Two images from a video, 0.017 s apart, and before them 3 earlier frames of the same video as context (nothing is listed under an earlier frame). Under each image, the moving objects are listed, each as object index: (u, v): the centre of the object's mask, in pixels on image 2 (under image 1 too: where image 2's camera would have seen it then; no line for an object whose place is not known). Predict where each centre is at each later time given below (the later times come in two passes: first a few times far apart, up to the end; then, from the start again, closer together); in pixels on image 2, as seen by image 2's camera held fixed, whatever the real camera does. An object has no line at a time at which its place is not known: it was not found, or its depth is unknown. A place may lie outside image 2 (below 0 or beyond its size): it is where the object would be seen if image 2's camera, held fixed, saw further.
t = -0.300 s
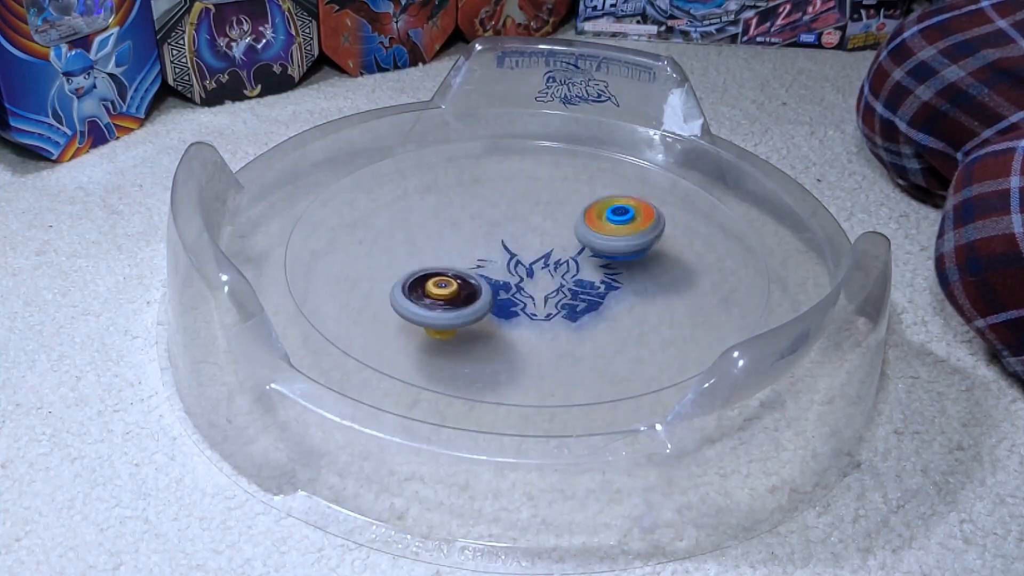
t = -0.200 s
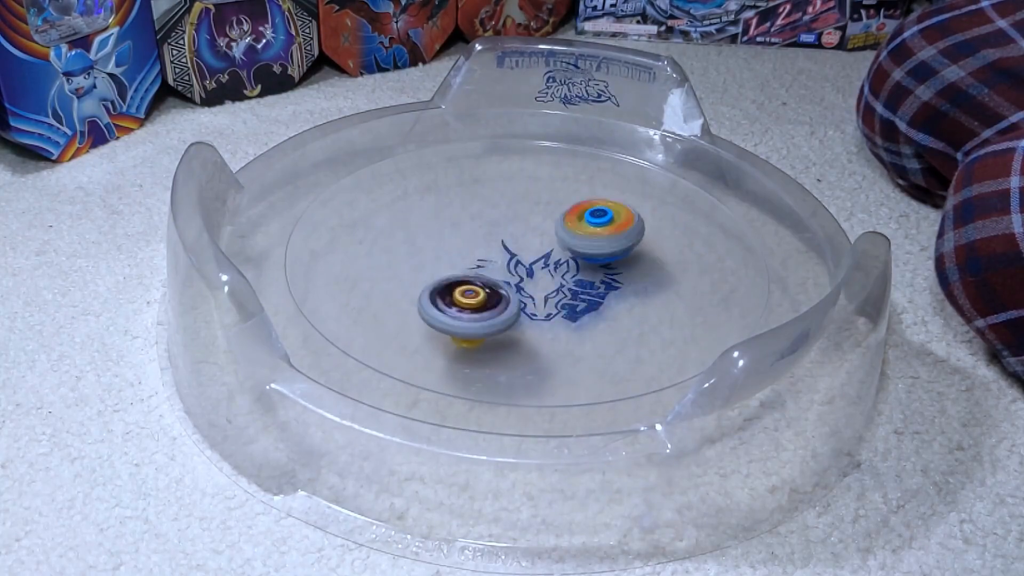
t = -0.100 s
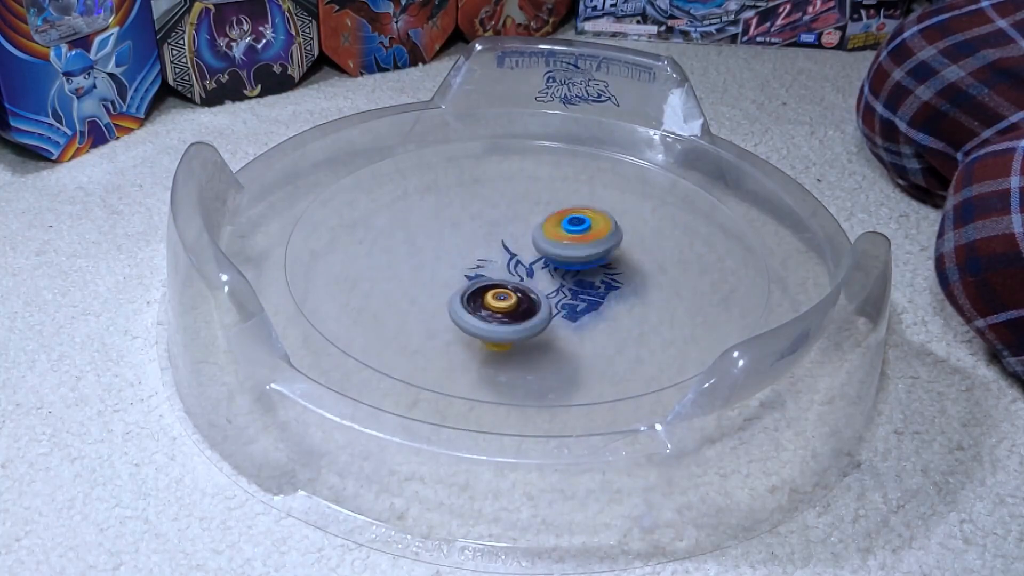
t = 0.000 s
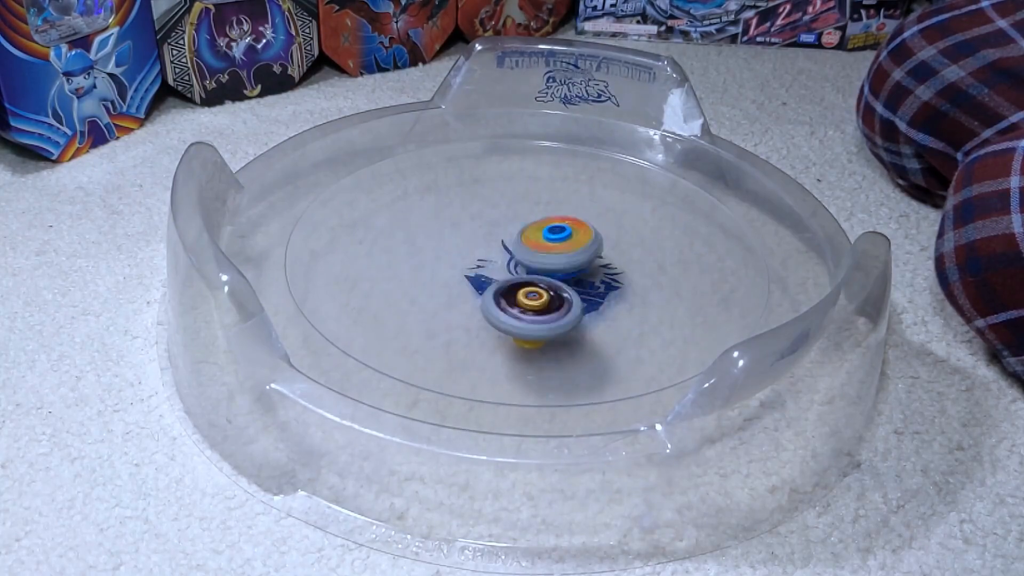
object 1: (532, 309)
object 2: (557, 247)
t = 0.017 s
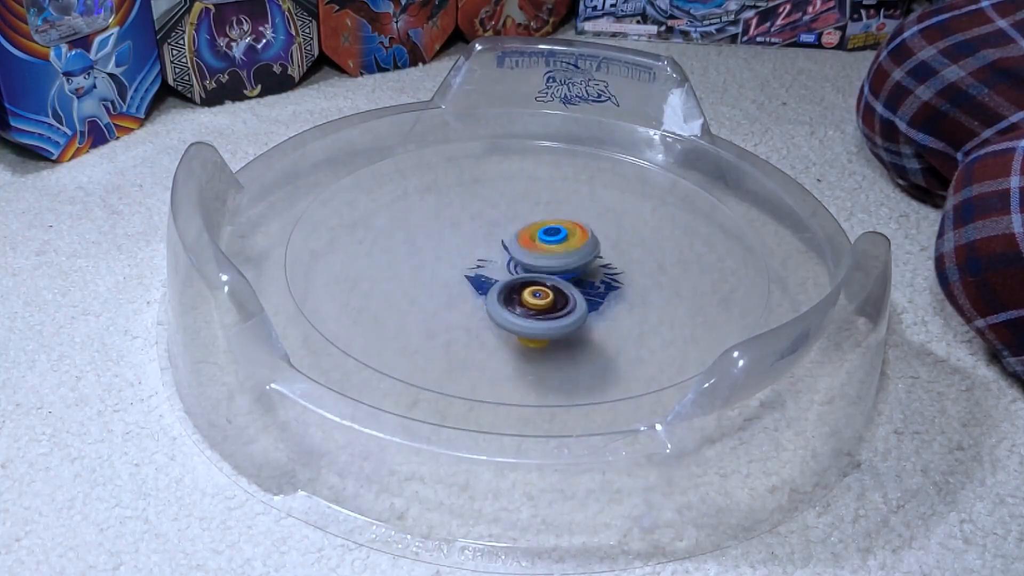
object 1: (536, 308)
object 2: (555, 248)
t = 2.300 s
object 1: (421, 243)
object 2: (553, 265)
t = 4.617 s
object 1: (564, 227)
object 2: (485, 271)
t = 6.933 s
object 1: (469, 278)
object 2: (557, 244)
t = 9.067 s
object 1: (596, 235)
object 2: (482, 263)
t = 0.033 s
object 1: (541, 307)
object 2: (550, 248)
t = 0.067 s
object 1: (551, 305)
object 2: (546, 250)
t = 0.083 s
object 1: (555, 303)
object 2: (544, 250)
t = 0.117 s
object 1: (565, 324)
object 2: (540, 238)
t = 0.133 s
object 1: (571, 335)
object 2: (538, 227)
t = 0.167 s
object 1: (584, 353)
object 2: (533, 207)
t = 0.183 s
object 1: (590, 361)
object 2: (531, 199)
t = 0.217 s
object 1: (596, 357)
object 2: (527, 188)
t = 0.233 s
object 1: (598, 359)
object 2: (524, 184)
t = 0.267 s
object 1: (600, 353)
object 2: (518, 179)
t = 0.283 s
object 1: (602, 350)
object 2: (516, 178)
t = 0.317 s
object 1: (606, 343)
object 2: (509, 178)
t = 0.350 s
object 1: (611, 337)
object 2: (502, 179)
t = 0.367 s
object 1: (613, 334)
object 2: (499, 180)
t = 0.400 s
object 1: (618, 329)
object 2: (494, 180)
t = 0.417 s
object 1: (621, 327)
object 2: (490, 181)
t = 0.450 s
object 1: (626, 322)
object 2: (485, 181)
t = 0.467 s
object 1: (629, 320)
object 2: (483, 182)
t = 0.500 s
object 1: (635, 317)
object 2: (479, 183)
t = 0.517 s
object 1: (638, 315)
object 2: (477, 184)
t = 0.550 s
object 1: (642, 311)
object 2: (474, 186)
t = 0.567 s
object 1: (644, 309)
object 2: (472, 187)
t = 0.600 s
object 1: (647, 305)
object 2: (469, 189)
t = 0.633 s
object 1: (649, 301)
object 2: (467, 192)
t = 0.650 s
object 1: (650, 299)
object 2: (466, 193)
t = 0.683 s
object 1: (650, 294)
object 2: (465, 196)
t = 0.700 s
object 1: (650, 292)
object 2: (465, 198)
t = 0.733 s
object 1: (649, 288)
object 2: (465, 203)
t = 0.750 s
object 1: (648, 285)
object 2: (466, 205)
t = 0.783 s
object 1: (645, 281)
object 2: (469, 211)
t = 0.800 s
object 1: (643, 279)
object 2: (470, 213)
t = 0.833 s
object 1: (639, 275)
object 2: (475, 218)
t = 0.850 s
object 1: (637, 273)
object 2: (478, 221)
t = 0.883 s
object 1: (632, 269)
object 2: (484, 227)
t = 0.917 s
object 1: (627, 264)
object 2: (491, 231)
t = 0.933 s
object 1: (623, 262)
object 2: (494, 234)
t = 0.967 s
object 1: (617, 258)
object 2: (501, 239)
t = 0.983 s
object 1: (614, 256)
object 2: (505, 241)
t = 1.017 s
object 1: (607, 252)
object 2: (511, 244)
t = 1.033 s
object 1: (611, 251)
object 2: (509, 244)
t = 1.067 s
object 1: (633, 249)
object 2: (495, 244)
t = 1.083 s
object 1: (639, 247)
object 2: (491, 244)
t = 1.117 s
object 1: (647, 244)
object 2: (486, 244)
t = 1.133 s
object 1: (648, 241)
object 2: (486, 245)
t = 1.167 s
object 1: (646, 236)
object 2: (488, 247)
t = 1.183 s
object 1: (645, 233)
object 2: (491, 249)
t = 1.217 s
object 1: (640, 229)
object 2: (495, 252)
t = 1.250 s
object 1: (635, 225)
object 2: (500, 255)
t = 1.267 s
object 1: (633, 223)
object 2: (502, 256)
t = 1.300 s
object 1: (627, 220)
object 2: (508, 259)
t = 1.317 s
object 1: (624, 218)
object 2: (510, 260)
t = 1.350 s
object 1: (617, 215)
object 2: (516, 263)
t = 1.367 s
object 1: (614, 213)
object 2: (519, 264)
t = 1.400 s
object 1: (607, 211)
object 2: (524, 266)
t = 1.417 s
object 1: (603, 210)
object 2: (526, 267)
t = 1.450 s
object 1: (596, 207)
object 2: (531, 268)
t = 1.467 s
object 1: (592, 207)
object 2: (532, 269)
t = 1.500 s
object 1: (584, 205)
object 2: (536, 270)
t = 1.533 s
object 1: (577, 205)
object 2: (541, 271)
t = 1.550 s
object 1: (573, 204)
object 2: (543, 272)
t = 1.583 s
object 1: (565, 204)
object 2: (545, 273)
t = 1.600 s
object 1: (561, 204)
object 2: (546, 272)
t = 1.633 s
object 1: (552, 204)
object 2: (548, 273)
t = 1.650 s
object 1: (549, 204)
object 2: (550, 273)
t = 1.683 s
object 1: (541, 205)
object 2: (552, 273)
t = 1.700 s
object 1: (537, 205)
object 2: (552, 273)
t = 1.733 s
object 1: (530, 207)
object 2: (555, 273)
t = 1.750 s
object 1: (526, 208)
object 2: (556, 272)
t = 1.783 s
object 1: (519, 209)
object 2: (557, 272)
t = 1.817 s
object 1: (513, 211)
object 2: (558, 272)
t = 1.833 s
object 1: (509, 212)
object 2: (558, 272)
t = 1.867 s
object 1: (503, 214)
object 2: (558, 272)
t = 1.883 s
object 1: (500, 215)
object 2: (558, 272)
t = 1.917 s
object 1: (494, 219)
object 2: (557, 271)
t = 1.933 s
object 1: (492, 221)
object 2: (557, 271)
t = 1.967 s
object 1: (486, 224)
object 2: (555, 270)
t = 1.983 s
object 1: (484, 226)
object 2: (555, 269)
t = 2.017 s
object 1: (480, 231)
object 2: (553, 268)
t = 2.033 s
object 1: (478, 232)
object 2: (552, 267)
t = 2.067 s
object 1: (468, 231)
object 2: (555, 268)
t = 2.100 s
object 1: (453, 229)
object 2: (562, 270)
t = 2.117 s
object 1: (446, 228)
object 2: (562, 270)
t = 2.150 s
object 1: (438, 229)
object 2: (563, 270)
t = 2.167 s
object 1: (435, 230)
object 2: (563, 269)
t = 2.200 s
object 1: (430, 233)
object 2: (561, 269)
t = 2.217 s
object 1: (428, 235)
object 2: (560, 268)
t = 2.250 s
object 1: (425, 238)
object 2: (557, 267)
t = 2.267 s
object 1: (423, 240)
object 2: (555, 266)
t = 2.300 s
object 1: (421, 243)
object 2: (553, 265)
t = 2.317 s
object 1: (420, 245)
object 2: (550, 264)
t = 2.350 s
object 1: (419, 248)
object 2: (547, 263)
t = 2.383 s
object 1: (419, 252)
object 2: (543, 262)
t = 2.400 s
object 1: (419, 253)
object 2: (542, 261)
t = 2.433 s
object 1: (420, 257)
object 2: (539, 260)
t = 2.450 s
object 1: (421, 259)
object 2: (537, 260)
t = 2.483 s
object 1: (424, 262)
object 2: (534, 259)
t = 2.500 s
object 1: (426, 264)
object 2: (533, 259)
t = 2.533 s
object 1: (429, 267)
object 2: (530, 259)
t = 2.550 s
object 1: (431, 269)
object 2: (528, 259)
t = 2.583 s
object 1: (437, 272)
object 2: (526, 258)
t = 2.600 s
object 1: (440, 273)
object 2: (527, 258)
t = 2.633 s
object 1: (444, 276)
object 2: (527, 256)
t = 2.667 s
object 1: (444, 281)
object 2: (528, 253)
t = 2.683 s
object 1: (444, 283)
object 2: (528, 252)
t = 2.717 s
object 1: (449, 287)
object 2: (529, 251)
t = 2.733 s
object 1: (452, 288)
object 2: (529, 250)
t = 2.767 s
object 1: (458, 291)
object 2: (528, 249)
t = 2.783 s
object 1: (462, 292)
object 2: (528, 248)
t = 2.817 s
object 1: (469, 294)
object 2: (527, 247)
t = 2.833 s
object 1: (473, 294)
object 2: (527, 247)
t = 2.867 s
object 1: (480, 295)
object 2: (526, 245)
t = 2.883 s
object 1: (484, 296)
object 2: (525, 245)
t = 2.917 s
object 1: (492, 296)
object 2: (523, 242)
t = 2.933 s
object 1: (496, 297)
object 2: (523, 243)
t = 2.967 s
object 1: (504, 297)
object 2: (523, 241)
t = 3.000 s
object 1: (513, 296)
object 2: (522, 240)
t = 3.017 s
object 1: (516, 295)
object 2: (521, 240)
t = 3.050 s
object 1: (523, 294)
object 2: (521, 239)
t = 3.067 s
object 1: (526, 293)
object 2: (521, 238)
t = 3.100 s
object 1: (533, 291)
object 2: (521, 238)
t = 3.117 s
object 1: (537, 290)
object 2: (521, 237)
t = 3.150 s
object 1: (543, 292)
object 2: (521, 237)
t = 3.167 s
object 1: (547, 291)
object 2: (521, 237)
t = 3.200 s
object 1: (554, 289)
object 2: (521, 236)
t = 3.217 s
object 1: (557, 288)
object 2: (521, 236)
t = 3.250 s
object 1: (563, 286)
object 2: (521, 236)
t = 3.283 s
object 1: (573, 289)
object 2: (521, 236)
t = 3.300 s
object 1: (578, 289)
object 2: (521, 234)
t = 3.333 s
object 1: (587, 288)
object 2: (520, 233)
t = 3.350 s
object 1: (591, 287)
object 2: (520, 233)
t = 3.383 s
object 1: (597, 285)
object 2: (519, 232)
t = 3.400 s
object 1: (600, 284)
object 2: (518, 232)
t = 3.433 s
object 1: (605, 282)
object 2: (517, 232)
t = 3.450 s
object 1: (607, 281)
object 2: (517, 232)
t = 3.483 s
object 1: (612, 278)
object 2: (517, 233)
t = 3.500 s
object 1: (613, 277)
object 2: (516, 233)
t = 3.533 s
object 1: (617, 274)
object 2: (517, 234)
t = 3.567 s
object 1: (619, 271)
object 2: (517, 235)
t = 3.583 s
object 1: (620, 269)
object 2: (518, 235)
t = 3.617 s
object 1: (622, 266)
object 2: (519, 236)
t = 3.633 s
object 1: (622, 265)
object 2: (519, 237)
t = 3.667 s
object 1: (622, 261)
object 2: (521, 239)
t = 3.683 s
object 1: (621, 260)
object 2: (521, 239)
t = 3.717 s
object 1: (621, 257)
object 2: (523, 241)
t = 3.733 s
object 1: (620, 255)
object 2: (525, 242)
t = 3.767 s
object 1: (618, 252)
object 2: (526, 243)
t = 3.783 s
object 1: (621, 251)
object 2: (525, 243)
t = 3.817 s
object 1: (625, 249)
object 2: (521, 245)
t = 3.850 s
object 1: (625, 246)
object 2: (521, 246)
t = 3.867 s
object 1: (625, 245)
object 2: (522, 246)
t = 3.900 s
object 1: (624, 243)
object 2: (522, 248)
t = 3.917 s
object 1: (623, 241)
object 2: (523, 249)
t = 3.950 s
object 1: (621, 239)
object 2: (524, 250)
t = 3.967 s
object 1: (619, 238)
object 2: (525, 250)
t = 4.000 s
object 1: (619, 237)
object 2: (525, 252)
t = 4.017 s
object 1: (629, 233)
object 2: (515, 253)
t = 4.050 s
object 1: (639, 228)
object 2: (503, 255)
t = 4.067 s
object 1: (641, 226)
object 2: (499, 256)
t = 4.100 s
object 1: (640, 222)
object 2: (495, 258)
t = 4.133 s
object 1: (638, 220)
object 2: (492, 259)
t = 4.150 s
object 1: (636, 218)
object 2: (491, 260)
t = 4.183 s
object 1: (633, 217)
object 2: (490, 262)
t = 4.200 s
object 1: (631, 216)
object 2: (489, 263)
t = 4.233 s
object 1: (627, 215)
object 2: (488, 265)
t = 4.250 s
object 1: (625, 214)
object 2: (487, 266)
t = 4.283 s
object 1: (620, 213)
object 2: (485, 267)
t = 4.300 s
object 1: (617, 213)
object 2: (483, 267)
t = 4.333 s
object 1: (611, 213)
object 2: (481, 268)
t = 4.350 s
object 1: (609, 213)
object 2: (482, 269)
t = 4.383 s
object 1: (603, 214)
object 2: (481, 270)
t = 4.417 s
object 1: (598, 215)
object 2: (481, 271)
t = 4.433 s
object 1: (595, 216)
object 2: (480, 271)
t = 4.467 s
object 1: (589, 217)
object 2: (481, 271)
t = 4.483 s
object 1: (586, 218)
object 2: (480, 271)
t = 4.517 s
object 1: (580, 220)
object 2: (480, 271)
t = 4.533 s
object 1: (578, 221)
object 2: (481, 272)
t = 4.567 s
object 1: (572, 224)
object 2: (482, 272)
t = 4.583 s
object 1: (570, 225)
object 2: (482, 271)
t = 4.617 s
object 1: (564, 227)
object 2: (485, 271)
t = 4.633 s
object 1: (562, 228)
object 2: (485, 270)
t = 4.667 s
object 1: (556, 231)
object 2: (488, 269)
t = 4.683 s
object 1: (554, 232)
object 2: (489, 269)
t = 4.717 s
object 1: (555, 230)
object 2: (484, 271)
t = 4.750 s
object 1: (555, 229)
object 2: (482, 271)
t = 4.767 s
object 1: (553, 229)
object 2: (482, 271)
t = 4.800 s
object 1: (549, 231)
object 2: (484, 272)
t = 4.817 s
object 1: (546, 231)
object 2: (484, 272)
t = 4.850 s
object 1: (543, 232)
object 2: (487, 272)
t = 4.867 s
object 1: (545, 231)
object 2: (483, 274)
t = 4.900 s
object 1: (554, 223)
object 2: (478, 278)
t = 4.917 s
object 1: (556, 221)
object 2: (478, 279)
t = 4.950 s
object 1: (556, 218)
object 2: (479, 280)
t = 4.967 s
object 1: (554, 217)
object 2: (480, 280)
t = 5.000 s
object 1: (551, 217)
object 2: (484, 282)
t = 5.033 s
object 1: (548, 217)
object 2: (487, 282)
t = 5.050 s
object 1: (547, 218)
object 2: (488, 282)
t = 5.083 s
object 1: (544, 218)
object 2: (491, 282)
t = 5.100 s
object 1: (543, 218)
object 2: (494, 282)
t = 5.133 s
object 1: (540, 218)
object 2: (498, 281)
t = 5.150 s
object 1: (539, 220)
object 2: (500, 280)
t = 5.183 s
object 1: (536, 220)
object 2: (504, 279)
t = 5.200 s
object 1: (535, 220)
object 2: (505, 278)
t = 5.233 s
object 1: (532, 220)
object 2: (509, 276)
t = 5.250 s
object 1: (530, 220)
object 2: (511, 275)
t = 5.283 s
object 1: (528, 219)
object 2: (513, 277)
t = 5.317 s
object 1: (529, 215)
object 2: (513, 279)
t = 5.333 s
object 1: (527, 214)
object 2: (514, 280)
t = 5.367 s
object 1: (525, 213)
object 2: (518, 280)
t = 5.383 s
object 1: (523, 213)
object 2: (519, 280)
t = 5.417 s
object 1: (521, 213)
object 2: (523, 280)
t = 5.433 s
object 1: (520, 213)
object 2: (525, 279)
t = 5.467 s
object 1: (518, 214)
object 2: (529, 278)
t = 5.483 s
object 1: (517, 215)
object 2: (531, 278)
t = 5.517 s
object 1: (515, 215)
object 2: (533, 277)
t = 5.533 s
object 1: (514, 216)
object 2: (536, 276)
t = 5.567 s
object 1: (513, 218)
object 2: (539, 276)
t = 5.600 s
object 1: (511, 219)
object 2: (542, 274)
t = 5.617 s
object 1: (510, 220)
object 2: (543, 273)
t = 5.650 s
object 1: (506, 219)
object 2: (547, 276)
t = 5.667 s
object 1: (505, 219)
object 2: (549, 277)
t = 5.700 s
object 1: (502, 221)
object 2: (553, 277)
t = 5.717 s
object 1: (500, 221)
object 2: (554, 277)
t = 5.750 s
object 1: (498, 223)
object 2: (557, 277)
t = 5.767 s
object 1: (496, 224)
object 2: (559, 277)
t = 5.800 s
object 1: (494, 226)
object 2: (562, 276)
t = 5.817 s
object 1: (493, 227)
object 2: (564, 275)
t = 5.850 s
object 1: (492, 231)
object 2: (566, 275)
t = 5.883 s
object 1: (491, 233)
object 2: (568, 274)
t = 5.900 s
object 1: (491, 234)
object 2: (569, 273)
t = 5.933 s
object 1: (492, 238)
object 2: (570, 272)
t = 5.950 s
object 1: (492, 240)
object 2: (572, 272)
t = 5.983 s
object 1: (477, 233)
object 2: (585, 274)
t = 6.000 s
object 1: (472, 232)
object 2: (589, 274)
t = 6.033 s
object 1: (465, 231)
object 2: (592, 274)
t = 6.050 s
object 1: (463, 232)
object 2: (593, 274)
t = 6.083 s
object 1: (460, 233)
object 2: (594, 273)
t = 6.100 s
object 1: (459, 234)
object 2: (595, 272)
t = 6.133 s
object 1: (458, 235)
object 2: (596, 272)
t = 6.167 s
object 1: (458, 237)
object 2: (596, 271)
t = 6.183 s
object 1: (457, 238)
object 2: (596, 270)
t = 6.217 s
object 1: (457, 240)
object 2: (596, 270)
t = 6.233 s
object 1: (456, 241)
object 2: (596, 270)
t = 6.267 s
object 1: (457, 243)
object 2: (595, 269)
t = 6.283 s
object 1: (458, 244)
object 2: (595, 268)
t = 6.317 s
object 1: (459, 245)
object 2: (594, 267)
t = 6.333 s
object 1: (459, 246)
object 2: (592, 267)
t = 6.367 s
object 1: (461, 248)
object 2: (589, 265)
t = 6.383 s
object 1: (462, 249)
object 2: (588, 265)
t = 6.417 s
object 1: (464, 251)
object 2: (585, 264)
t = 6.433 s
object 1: (465, 252)
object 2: (583, 263)
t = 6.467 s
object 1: (468, 254)
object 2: (579, 263)
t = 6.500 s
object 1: (471, 256)
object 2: (575, 262)
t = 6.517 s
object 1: (473, 257)
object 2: (573, 261)
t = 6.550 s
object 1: (470, 258)
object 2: (572, 260)
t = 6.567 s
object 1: (467, 258)
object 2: (574, 259)
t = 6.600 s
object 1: (466, 260)
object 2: (574, 258)
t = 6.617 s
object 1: (466, 261)
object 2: (573, 258)
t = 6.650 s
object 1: (468, 263)
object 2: (570, 257)
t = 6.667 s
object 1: (468, 264)
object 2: (568, 257)
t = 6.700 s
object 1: (470, 265)
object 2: (564, 256)
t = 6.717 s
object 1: (471, 266)
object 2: (563, 255)
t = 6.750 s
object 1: (467, 268)
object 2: (562, 252)
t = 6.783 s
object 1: (461, 270)
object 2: (563, 250)
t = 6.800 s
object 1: (460, 271)
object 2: (564, 249)
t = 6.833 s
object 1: (462, 274)
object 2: (562, 246)
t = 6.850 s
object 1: (464, 275)
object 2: (562, 247)
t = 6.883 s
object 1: (466, 276)
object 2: (560, 245)
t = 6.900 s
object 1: (467, 277)
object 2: (559, 245)
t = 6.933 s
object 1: (469, 278)
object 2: (557, 244)
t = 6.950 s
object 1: (470, 278)
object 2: (556, 244)
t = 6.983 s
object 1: (474, 279)
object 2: (554, 244)
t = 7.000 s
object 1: (475, 280)
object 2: (553, 243)
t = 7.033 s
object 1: (478, 281)
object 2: (551, 243)
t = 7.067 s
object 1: (483, 281)
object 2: (550, 243)
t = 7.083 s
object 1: (484, 281)
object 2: (550, 242)
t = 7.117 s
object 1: (489, 281)
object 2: (549, 242)
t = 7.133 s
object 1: (490, 282)
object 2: (549, 242)
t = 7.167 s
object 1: (494, 281)
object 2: (548, 241)
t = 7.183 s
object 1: (494, 283)
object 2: (548, 240)
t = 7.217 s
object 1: (495, 284)
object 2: (548, 239)
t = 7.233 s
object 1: (497, 284)
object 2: (547, 239)
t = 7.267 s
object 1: (500, 284)
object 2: (547, 238)
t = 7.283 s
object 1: (502, 284)
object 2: (547, 238)
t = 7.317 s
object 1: (505, 284)
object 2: (546, 237)
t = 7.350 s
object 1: (509, 285)
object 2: (546, 237)
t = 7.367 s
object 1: (511, 284)
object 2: (545, 236)
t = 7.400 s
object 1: (505, 292)
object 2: (549, 232)
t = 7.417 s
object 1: (504, 296)
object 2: (551, 229)
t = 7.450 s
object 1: (505, 300)
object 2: (553, 225)
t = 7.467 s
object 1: (508, 301)
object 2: (554, 224)
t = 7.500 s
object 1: (514, 303)
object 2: (554, 222)
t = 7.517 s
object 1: (516, 303)
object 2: (554, 222)
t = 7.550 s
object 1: (521, 304)
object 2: (553, 220)
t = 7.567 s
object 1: (523, 304)
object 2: (553, 220)
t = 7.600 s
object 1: (527, 305)
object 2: (553, 220)
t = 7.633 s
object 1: (531, 305)
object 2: (552, 219)
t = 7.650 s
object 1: (533, 305)
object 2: (553, 220)
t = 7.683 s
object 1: (535, 304)
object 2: (553, 219)
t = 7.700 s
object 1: (537, 303)
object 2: (553, 220)
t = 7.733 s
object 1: (539, 303)
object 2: (553, 220)
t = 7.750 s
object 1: (541, 302)
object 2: (554, 221)
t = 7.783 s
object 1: (543, 301)
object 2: (553, 223)
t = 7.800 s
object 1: (545, 301)
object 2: (553, 224)
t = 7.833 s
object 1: (547, 299)
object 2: (552, 226)
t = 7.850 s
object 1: (549, 299)
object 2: (552, 227)
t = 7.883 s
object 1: (553, 297)
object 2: (551, 229)
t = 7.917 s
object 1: (556, 295)
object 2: (550, 231)
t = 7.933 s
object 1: (558, 293)
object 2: (549, 232)
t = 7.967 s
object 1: (561, 291)
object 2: (548, 234)
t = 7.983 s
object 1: (562, 290)
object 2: (548, 234)
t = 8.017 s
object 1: (564, 296)
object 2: (545, 233)
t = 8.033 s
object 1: (567, 304)
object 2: (545, 224)
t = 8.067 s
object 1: (572, 316)
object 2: (542, 211)
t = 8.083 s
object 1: (574, 320)
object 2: (541, 207)
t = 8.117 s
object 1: (579, 324)
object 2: (538, 203)
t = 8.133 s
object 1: (583, 324)
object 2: (536, 202)
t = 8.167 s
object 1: (590, 324)
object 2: (533, 201)
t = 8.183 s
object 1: (593, 324)
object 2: (530, 201)
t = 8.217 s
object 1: (599, 322)
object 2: (526, 201)
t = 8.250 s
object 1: (604, 321)
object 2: (523, 202)
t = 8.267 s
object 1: (607, 321)
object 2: (521, 202)
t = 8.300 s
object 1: (611, 319)
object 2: (518, 203)
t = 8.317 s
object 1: (613, 318)
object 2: (517, 203)
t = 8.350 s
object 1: (617, 316)
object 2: (514, 204)
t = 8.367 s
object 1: (618, 315)
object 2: (512, 205)
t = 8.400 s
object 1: (621, 313)
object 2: (510, 207)
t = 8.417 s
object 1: (622, 311)
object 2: (509, 208)
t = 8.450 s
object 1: (624, 308)
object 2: (507, 210)
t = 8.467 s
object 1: (624, 307)
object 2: (505, 211)
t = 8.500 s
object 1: (625, 303)
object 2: (505, 214)
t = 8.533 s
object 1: (625, 300)
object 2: (504, 217)
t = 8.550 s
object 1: (625, 298)
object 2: (503, 219)
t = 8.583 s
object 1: (623, 295)
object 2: (502, 222)
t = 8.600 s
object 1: (623, 293)
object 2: (502, 224)
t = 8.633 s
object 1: (621, 289)
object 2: (500, 228)
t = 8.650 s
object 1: (620, 287)
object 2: (499, 230)
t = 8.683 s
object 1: (617, 283)
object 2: (498, 234)
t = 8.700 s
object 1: (615, 281)
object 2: (498, 236)
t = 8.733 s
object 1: (612, 277)
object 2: (497, 240)
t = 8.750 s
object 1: (610, 275)
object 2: (497, 242)
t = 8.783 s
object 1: (606, 272)
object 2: (498, 245)
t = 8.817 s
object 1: (601, 268)
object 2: (498, 248)
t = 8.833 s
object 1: (598, 266)
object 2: (498, 249)
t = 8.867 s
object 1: (594, 262)
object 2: (499, 253)
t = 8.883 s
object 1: (592, 260)
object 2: (499, 254)
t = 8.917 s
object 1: (602, 255)
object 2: (491, 256)
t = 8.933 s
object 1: (604, 252)
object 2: (488, 256)
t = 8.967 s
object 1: (603, 247)
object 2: (486, 258)
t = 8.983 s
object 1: (602, 246)
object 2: (486, 258)
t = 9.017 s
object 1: (600, 241)
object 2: (484, 260)
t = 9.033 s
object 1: (598, 239)
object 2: (483, 261)
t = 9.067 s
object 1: (596, 235)
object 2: (482, 263)
